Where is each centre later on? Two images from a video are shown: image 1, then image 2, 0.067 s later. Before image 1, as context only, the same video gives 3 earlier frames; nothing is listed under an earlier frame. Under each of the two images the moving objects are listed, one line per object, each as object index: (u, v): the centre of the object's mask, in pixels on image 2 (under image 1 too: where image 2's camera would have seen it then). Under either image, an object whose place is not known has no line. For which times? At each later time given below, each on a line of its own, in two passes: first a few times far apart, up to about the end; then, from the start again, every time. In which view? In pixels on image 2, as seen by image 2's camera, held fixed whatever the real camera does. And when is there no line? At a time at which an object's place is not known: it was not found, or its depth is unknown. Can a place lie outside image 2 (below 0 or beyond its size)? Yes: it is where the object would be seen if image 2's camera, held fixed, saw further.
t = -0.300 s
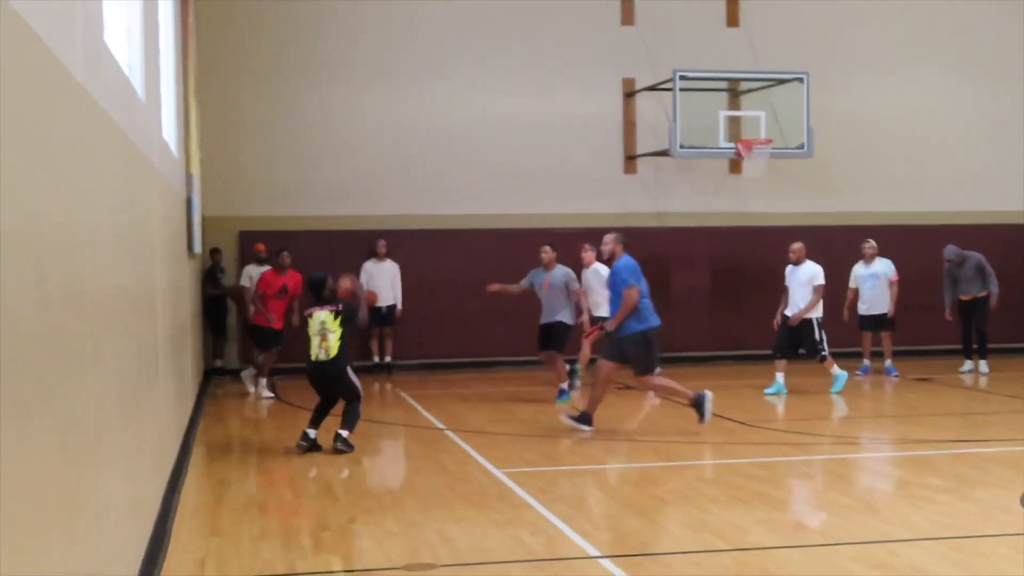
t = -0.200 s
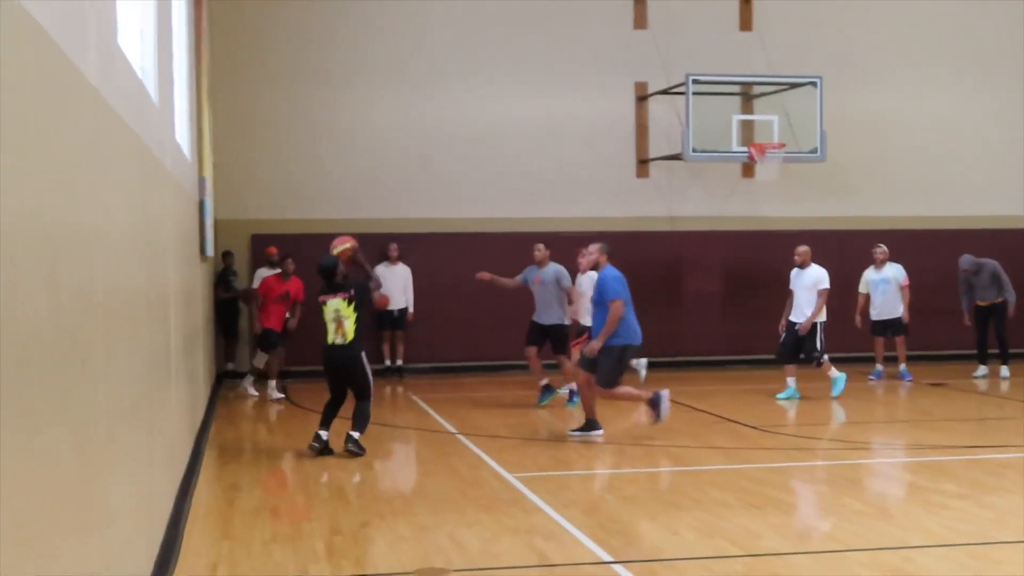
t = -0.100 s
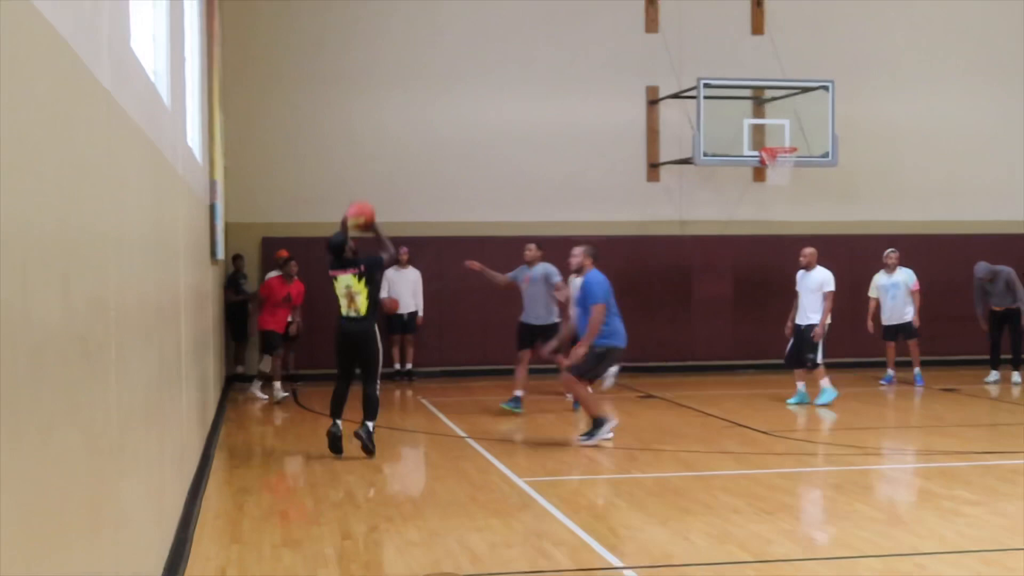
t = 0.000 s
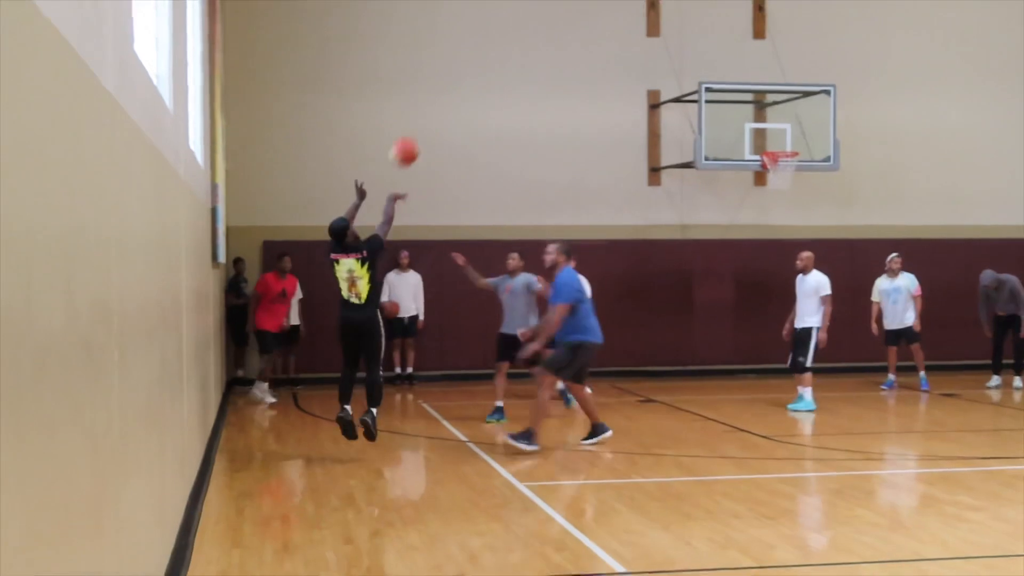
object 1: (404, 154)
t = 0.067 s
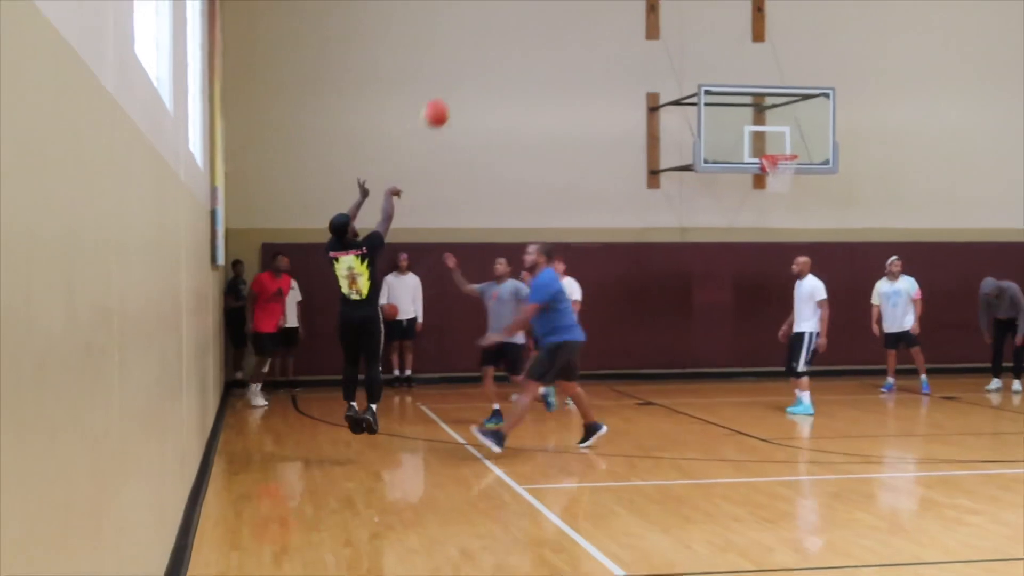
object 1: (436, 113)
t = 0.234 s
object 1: (508, 41)
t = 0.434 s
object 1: (583, 2)
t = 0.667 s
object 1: (656, 5)
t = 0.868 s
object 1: (713, 45)
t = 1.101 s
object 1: (773, 126)
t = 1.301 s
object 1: (766, 196)
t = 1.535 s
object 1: (733, 285)
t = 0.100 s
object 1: (451, 96)
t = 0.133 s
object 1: (466, 80)
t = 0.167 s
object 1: (480, 65)
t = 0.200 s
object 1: (494, 53)
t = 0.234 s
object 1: (508, 41)
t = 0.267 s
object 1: (521, 32)
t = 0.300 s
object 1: (534, 22)
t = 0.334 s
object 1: (547, 16)
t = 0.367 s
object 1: (559, 10)
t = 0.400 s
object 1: (571, 5)
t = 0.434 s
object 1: (583, 2)
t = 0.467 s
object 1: (594, 1)
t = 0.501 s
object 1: (605, 1)
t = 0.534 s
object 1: (616, 1)
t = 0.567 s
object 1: (626, 1)
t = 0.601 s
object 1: (637, 2)
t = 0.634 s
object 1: (647, 3)
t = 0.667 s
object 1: (656, 5)
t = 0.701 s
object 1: (667, 10)
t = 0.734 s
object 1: (676, 15)
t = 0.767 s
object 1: (685, 22)
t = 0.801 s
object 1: (695, 29)
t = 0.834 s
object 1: (704, 37)
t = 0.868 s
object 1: (713, 45)
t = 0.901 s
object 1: (722, 55)
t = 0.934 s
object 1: (731, 64)
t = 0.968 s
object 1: (739, 75)
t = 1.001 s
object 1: (748, 86)
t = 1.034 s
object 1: (756, 100)
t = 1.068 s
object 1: (765, 112)
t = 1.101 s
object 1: (773, 126)
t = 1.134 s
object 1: (780, 140)
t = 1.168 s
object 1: (787, 150)
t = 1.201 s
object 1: (787, 162)
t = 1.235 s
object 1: (779, 176)
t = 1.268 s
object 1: (772, 191)
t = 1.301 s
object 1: (766, 196)
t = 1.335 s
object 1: (761, 207)
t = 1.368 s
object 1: (757, 217)
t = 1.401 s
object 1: (752, 229)
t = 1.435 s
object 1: (747, 242)
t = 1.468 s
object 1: (743, 256)
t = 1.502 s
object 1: (738, 270)
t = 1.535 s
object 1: (733, 285)
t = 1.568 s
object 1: (728, 302)
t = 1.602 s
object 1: (723, 318)
